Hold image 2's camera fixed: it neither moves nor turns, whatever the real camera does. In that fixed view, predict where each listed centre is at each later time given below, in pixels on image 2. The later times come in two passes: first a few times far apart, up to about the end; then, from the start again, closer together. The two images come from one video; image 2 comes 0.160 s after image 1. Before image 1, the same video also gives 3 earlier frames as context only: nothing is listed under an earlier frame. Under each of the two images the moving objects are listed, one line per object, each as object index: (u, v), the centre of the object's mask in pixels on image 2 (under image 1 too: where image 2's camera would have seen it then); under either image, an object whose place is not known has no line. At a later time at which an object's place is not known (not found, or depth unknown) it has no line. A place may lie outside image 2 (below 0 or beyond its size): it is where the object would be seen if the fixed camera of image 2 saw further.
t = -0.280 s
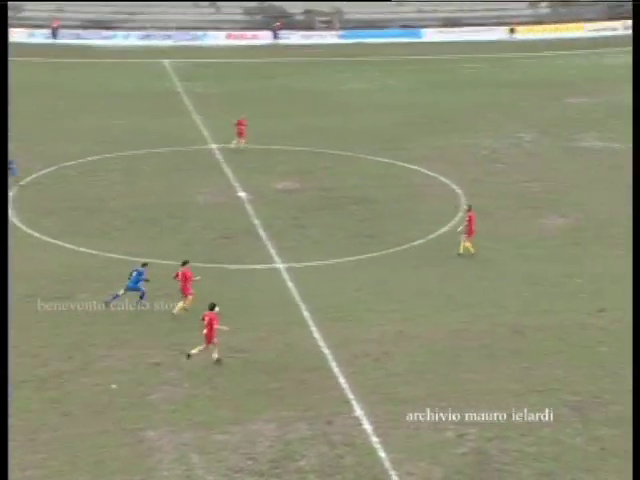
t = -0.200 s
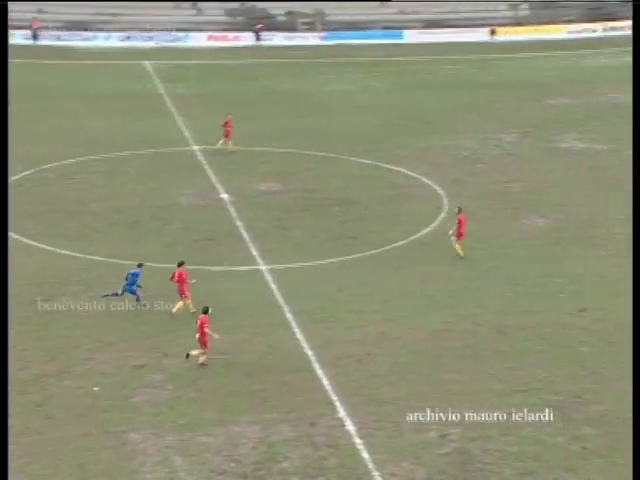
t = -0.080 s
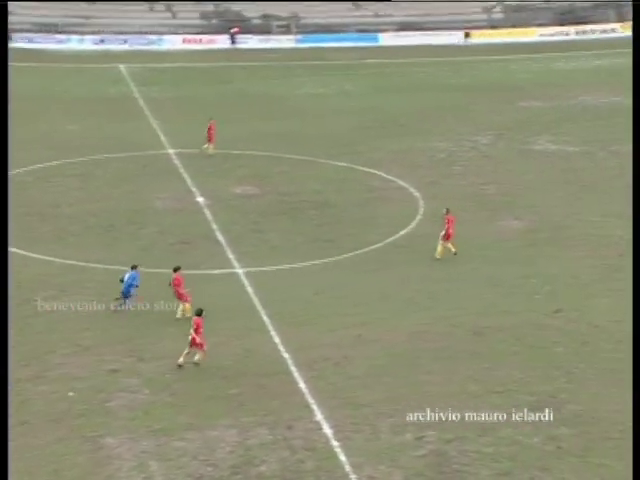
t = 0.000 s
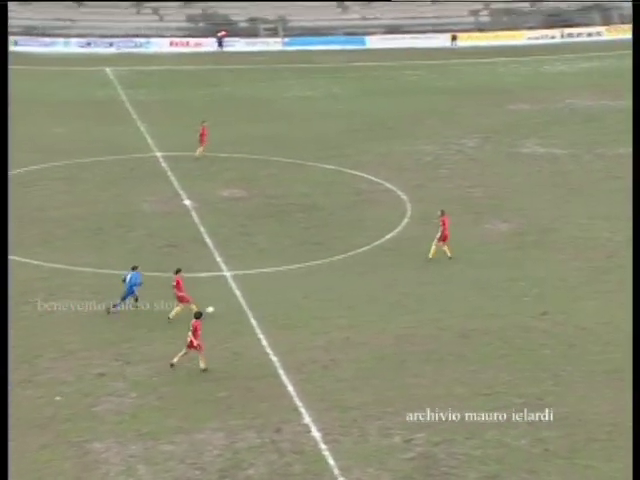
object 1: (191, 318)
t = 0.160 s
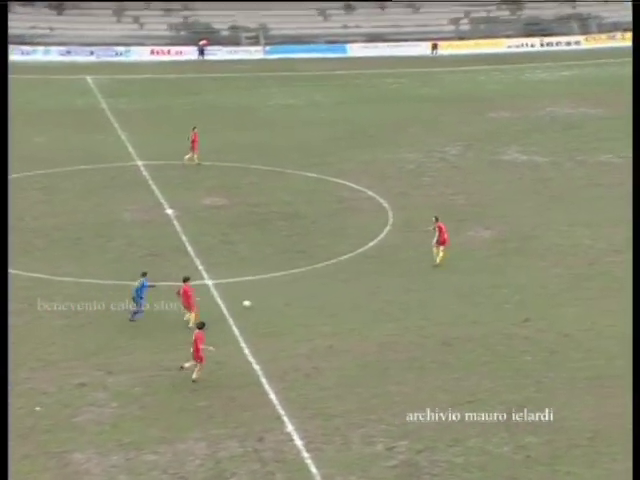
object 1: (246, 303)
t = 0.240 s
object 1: (270, 298)
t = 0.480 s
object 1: (332, 281)
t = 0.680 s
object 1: (371, 265)
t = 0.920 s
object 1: (413, 258)
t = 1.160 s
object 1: (453, 249)
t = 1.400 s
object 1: (487, 240)
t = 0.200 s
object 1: (258, 301)
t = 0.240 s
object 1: (270, 298)
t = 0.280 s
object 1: (281, 293)
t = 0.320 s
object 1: (292, 290)
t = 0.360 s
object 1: (302, 287)
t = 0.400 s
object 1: (312, 285)
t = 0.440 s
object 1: (322, 284)
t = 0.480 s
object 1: (332, 281)
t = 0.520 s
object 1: (340, 277)
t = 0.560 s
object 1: (348, 273)
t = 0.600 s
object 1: (356, 270)
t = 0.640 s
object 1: (364, 267)
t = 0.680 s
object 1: (371, 265)
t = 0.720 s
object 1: (378, 264)
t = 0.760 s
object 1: (386, 262)
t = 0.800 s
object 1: (393, 262)
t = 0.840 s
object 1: (400, 262)
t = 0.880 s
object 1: (407, 261)
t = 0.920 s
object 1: (413, 258)
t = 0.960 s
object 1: (420, 255)
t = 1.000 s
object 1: (425, 253)
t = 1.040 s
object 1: (432, 251)
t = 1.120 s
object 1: (447, 250)
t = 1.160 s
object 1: (453, 249)
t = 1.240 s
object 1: (465, 246)
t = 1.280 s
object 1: (470, 244)
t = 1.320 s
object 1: (476, 242)
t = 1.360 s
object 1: (482, 240)
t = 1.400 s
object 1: (487, 240)
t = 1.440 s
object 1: (489, 239)
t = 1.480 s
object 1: (495, 239)
